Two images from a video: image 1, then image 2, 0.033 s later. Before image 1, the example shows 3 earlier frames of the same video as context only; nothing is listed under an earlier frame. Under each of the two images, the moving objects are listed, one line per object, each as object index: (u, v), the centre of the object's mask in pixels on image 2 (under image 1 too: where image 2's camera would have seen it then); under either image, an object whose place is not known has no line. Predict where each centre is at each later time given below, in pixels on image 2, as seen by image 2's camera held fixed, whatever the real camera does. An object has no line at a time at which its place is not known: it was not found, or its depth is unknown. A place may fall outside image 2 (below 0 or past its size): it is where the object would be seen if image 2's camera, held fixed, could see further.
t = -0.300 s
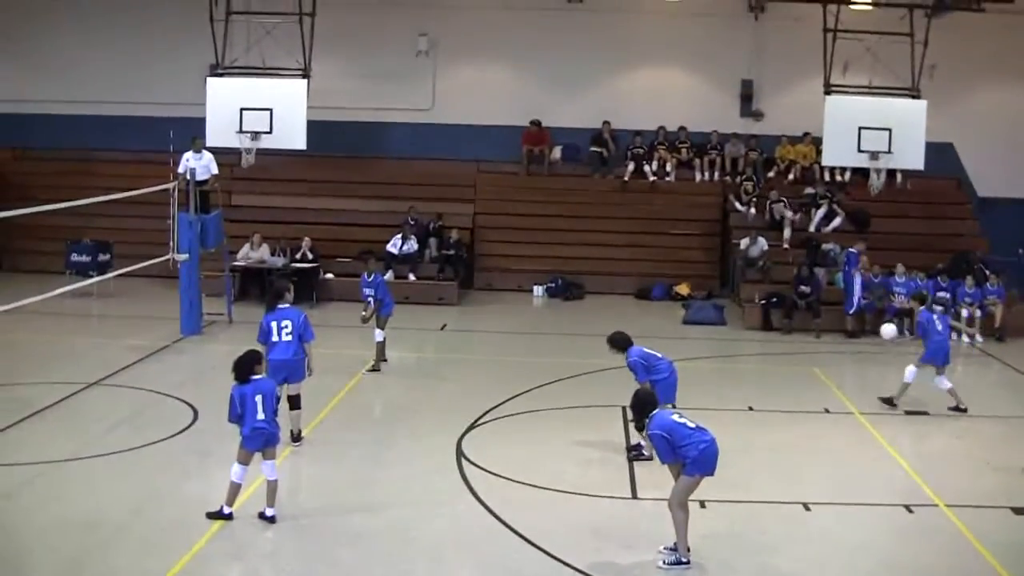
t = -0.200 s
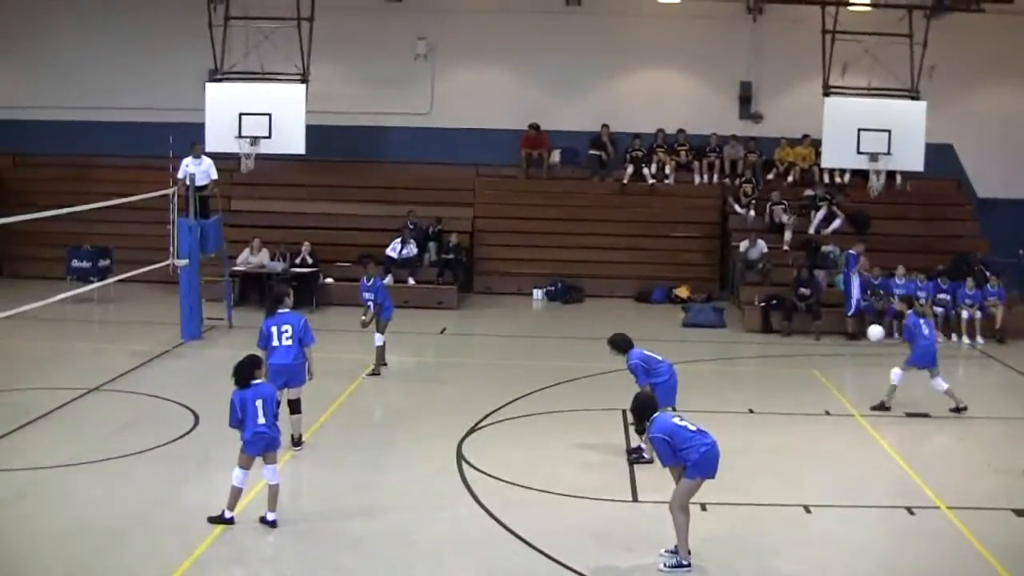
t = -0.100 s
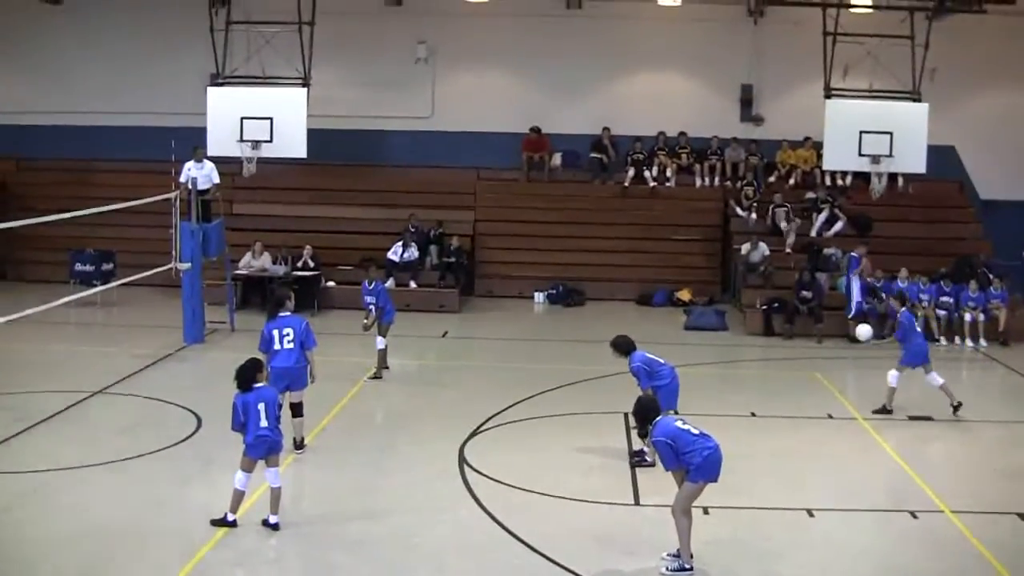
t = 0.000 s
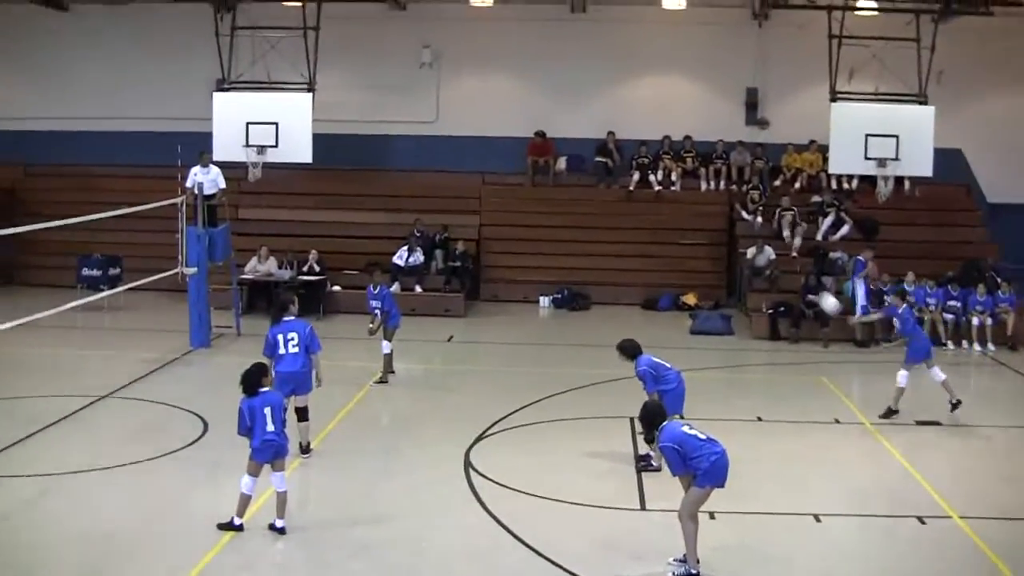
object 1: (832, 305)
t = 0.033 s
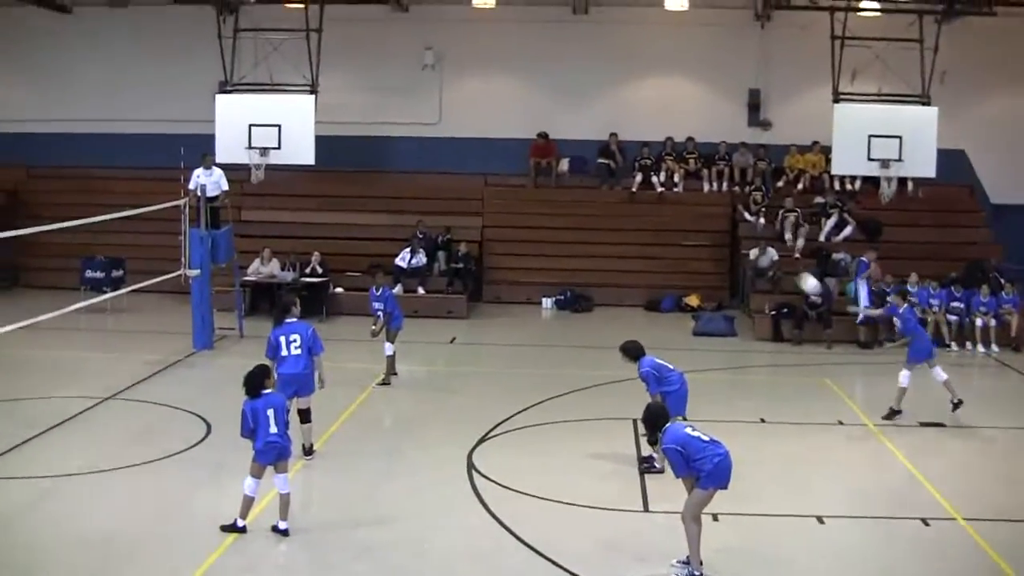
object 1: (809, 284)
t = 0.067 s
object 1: (787, 265)
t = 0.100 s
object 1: (764, 246)
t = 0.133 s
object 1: (740, 227)
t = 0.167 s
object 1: (716, 209)
